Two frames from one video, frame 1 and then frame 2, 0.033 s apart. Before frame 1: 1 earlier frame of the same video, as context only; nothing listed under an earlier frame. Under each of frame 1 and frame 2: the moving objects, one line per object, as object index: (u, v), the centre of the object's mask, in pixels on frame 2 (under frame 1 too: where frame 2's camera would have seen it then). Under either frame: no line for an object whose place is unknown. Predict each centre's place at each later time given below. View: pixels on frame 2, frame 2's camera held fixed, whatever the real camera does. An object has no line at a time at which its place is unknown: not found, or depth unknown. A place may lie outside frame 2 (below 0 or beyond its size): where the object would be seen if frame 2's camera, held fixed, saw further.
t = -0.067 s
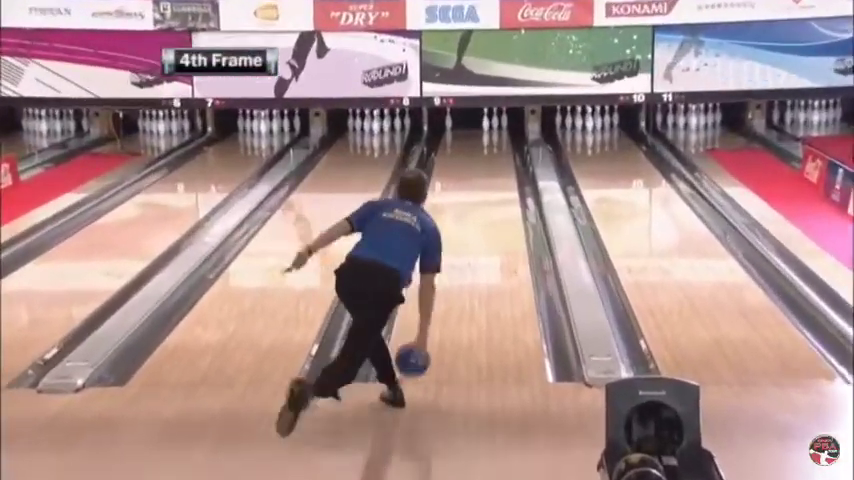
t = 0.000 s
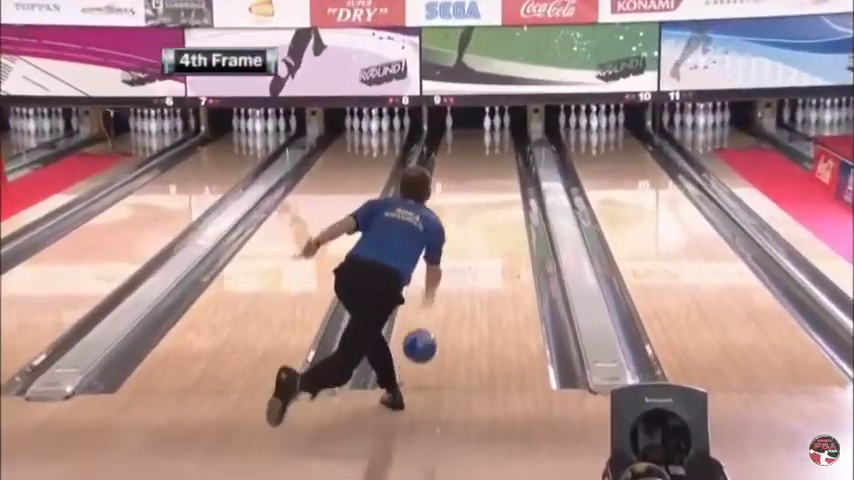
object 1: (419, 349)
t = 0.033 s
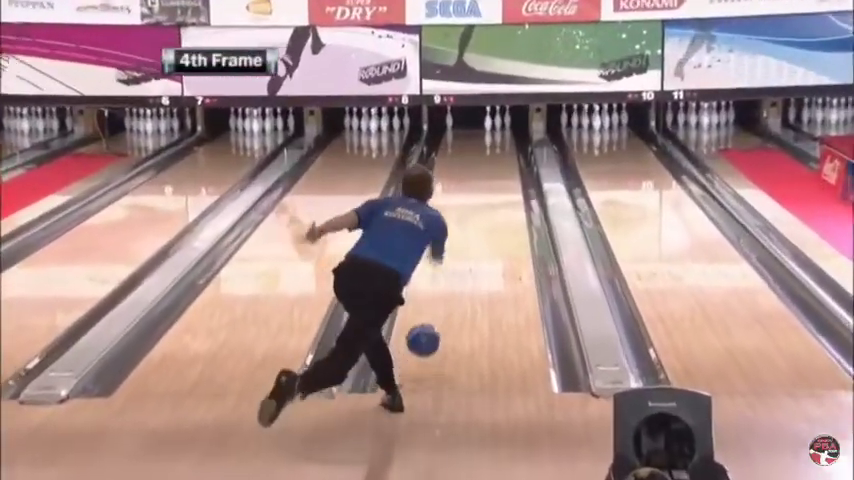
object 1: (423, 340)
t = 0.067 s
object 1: (427, 332)
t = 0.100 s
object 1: (430, 327)
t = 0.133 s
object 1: (433, 323)
